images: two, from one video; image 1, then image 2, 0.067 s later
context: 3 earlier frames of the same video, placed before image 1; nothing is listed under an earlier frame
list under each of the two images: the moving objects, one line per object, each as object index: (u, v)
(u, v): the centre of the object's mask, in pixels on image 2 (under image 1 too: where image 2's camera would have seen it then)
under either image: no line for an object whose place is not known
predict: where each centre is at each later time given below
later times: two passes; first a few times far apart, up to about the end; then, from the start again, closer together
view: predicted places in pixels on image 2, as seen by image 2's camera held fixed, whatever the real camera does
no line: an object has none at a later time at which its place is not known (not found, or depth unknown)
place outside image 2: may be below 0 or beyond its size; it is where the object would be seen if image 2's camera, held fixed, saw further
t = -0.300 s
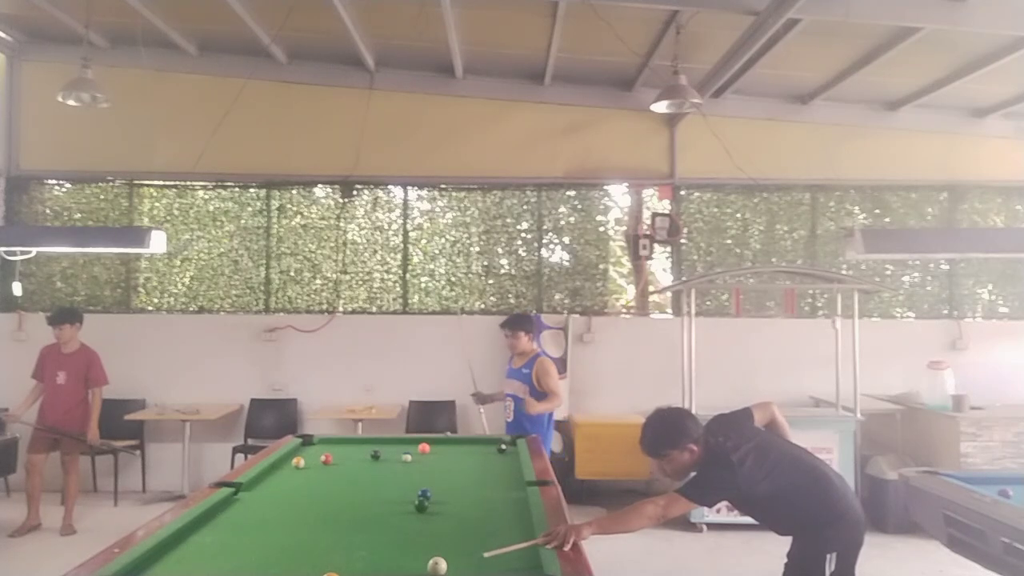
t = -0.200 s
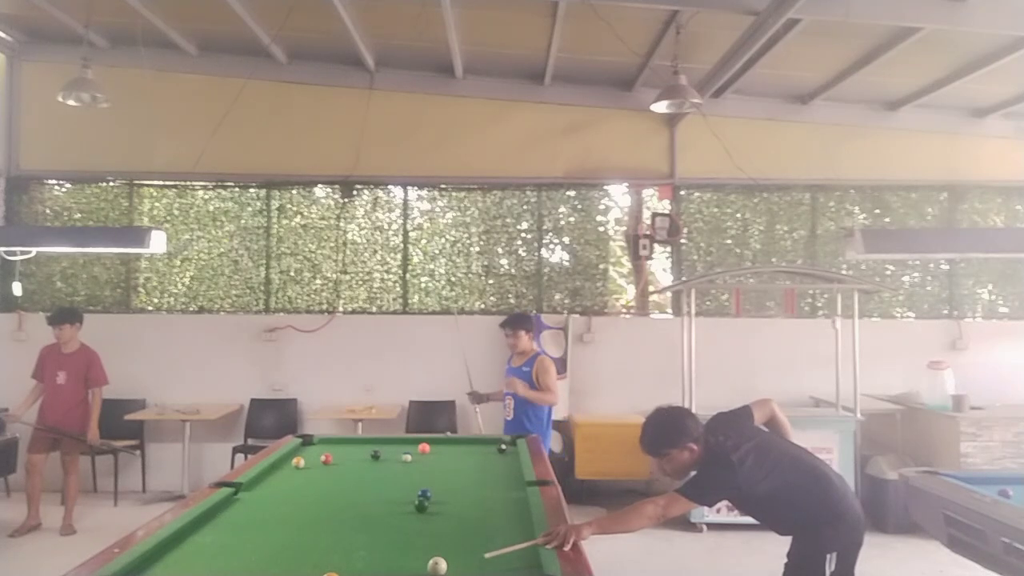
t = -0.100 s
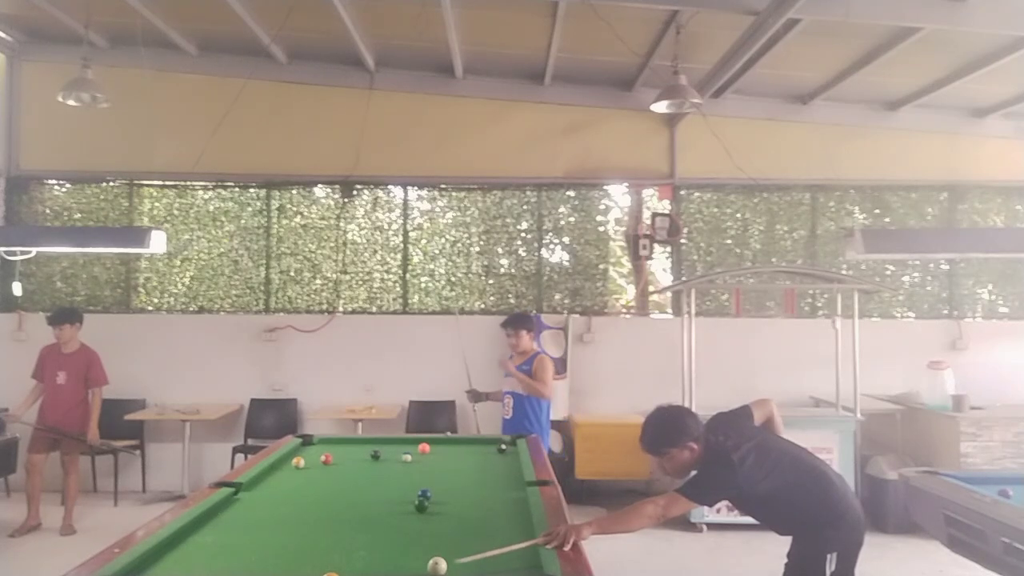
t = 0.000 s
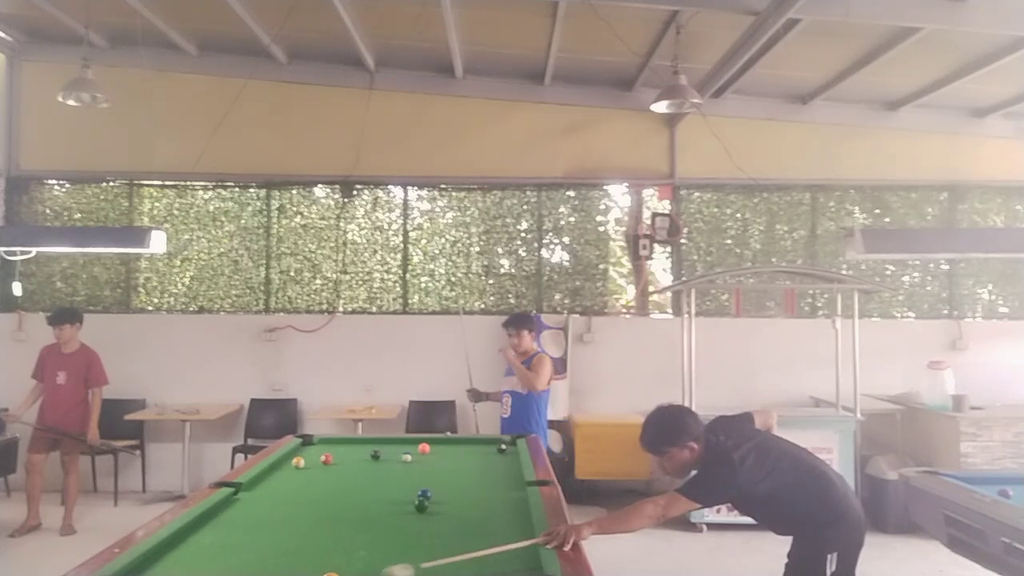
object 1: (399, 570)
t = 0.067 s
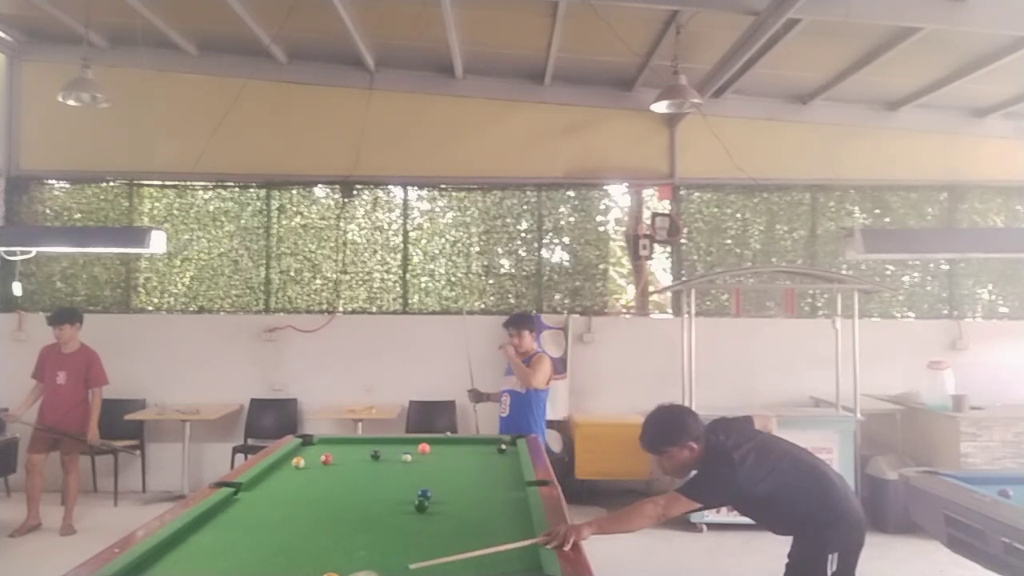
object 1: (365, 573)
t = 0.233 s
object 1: (341, 573)
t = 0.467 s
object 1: (325, 569)
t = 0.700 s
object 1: (309, 562)
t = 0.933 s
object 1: (296, 554)
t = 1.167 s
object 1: (283, 547)
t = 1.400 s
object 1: (272, 541)
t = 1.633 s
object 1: (261, 535)
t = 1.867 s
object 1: (252, 530)
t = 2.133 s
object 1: (242, 525)
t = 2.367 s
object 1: (234, 520)
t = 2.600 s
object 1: (226, 517)
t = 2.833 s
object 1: (219, 513)
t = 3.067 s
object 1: (217, 509)
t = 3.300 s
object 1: (225, 508)
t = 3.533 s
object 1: (231, 506)
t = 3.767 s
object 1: (237, 505)
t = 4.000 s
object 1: (242, 503)
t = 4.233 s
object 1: (247, 502)
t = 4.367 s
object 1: (249, 501)
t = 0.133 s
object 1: (348, 575)
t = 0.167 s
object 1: (346, 574)
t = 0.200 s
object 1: (344, 573)
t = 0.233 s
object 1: (341, 573)
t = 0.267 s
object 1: (339, 572)
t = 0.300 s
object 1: (336, 571)
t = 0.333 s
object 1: (334, 571)
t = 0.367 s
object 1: (331, 571)
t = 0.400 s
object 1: (329, 570)
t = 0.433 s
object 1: (327, 569)
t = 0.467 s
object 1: (325, 569)
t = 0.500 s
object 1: (322, 568)
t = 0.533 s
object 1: (320, 567)
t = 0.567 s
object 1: (318, 567)
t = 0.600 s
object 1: (316, 566)
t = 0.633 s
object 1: (314, 564)
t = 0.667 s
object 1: (312, 563)
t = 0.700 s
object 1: (309, 562)
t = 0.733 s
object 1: (307, 561)
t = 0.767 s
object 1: (305, 560)
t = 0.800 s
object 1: (303, 558)
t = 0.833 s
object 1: (302, 558)
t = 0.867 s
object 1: (299, 557)
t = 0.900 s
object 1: (298, 555)
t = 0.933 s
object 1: (296, 554)
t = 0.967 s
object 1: (294, 554)
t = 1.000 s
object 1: (292, 553)
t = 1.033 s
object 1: (290, 552)
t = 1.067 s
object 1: (289, 551)
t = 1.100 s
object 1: (287, 549)
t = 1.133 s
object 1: (285, 548)
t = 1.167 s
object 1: (283, 547)
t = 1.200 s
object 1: (282, 547)
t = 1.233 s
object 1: (280, 546)
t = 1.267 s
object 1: (278, 544)
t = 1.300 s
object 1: (277, 544)
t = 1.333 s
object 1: (275, 543)
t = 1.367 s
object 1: (274, 542)
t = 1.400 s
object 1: (272, 541)
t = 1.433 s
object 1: (271, 540)
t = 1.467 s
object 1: (269, 540)
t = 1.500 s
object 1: (267, 539)
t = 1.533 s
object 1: (266, 537)
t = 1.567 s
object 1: (264, 536)
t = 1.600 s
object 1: (263, 536)
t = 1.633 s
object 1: (261, 535)
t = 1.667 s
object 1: (260, 535)
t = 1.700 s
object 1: (259, 533)
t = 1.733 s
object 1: (258, 533)
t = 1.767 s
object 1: (256, 532)
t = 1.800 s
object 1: (255, 532)
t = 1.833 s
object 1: (253, 531)
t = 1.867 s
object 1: (252, 530)
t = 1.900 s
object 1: (251, 529)
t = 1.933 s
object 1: (249, 528)
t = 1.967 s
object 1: (248, 528)
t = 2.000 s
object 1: (247, 528)
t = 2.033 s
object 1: (246, 527)
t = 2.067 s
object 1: (244, 526)
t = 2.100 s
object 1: (243, 525)
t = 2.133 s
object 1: (242, 525)
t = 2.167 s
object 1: (241, 524)
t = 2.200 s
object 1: (240, 523)
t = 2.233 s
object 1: (238, 522)
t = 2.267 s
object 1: (237, 522)
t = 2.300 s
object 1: (236, 522)
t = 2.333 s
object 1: (235, 521)
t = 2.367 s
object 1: (234, 520)
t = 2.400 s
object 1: (233, 520)
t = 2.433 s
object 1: (232, 519)
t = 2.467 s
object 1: (231, 519)
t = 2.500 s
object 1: (229, 518)
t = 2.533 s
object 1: (228, 517)
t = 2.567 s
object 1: (227, 517)
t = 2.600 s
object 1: (226, 517)
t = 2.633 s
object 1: (225, 516)
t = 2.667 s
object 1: (224, 515)
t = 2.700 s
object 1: (223, 515)
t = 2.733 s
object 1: (222, 514)
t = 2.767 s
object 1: (221, 513)
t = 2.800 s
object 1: (220, 513)
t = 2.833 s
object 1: (219, 513)
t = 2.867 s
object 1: (219, 512)
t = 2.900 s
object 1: (217, 511)
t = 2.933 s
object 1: (216, 511)
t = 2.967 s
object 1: (216, 511)
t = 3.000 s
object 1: (215, 510)
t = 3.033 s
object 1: (216, 509)
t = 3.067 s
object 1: (217, 509)
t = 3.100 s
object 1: (218, 509)
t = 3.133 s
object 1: (219, 509)
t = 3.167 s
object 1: (220, 509)
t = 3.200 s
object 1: (222, 509)
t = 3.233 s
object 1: (223, 508)
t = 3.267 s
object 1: (224, 508)
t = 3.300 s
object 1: (225, 508)
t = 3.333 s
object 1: (226, 508)
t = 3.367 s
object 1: (227, 507)
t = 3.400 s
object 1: (228, 507)
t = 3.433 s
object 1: (229, 507)
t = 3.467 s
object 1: (230, 506)
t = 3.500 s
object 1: (231, 507)
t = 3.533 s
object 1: (231, 506)
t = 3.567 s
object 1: (233, 506)
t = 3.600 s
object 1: (233, 506)
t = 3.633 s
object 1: (234, 505)
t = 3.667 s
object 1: (235, 505)
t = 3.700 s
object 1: (236, 505)
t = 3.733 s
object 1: (236, 505)
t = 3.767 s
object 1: (237, 505)
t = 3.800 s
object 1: (238, 504)
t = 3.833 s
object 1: (239, 504)
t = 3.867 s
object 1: (239, 504)
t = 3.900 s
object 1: (240, 504)
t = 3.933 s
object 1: (241, 504)
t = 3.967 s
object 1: (241, 504)
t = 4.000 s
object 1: (242, 503)
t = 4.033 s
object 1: (243, 503)
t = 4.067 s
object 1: (244, 503)
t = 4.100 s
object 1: (244, 503)
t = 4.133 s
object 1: (245, 503)
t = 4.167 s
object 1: (246, 502)
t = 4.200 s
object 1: (246, 502)
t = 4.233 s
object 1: (247, 502)
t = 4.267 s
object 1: (247, 502)
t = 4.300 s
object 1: (248, 502)
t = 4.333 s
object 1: (248, 502)
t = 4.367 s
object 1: (249, 501)
